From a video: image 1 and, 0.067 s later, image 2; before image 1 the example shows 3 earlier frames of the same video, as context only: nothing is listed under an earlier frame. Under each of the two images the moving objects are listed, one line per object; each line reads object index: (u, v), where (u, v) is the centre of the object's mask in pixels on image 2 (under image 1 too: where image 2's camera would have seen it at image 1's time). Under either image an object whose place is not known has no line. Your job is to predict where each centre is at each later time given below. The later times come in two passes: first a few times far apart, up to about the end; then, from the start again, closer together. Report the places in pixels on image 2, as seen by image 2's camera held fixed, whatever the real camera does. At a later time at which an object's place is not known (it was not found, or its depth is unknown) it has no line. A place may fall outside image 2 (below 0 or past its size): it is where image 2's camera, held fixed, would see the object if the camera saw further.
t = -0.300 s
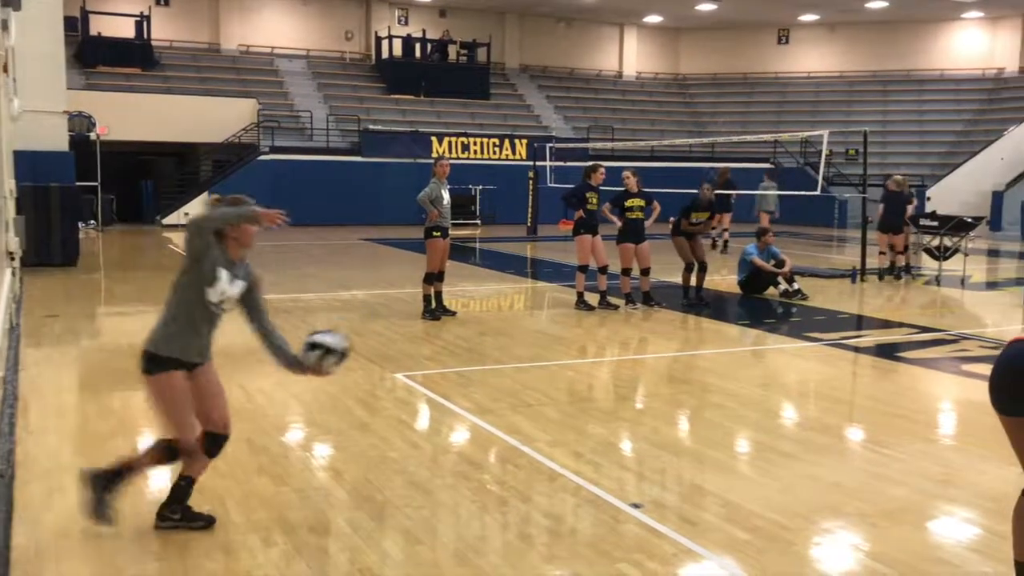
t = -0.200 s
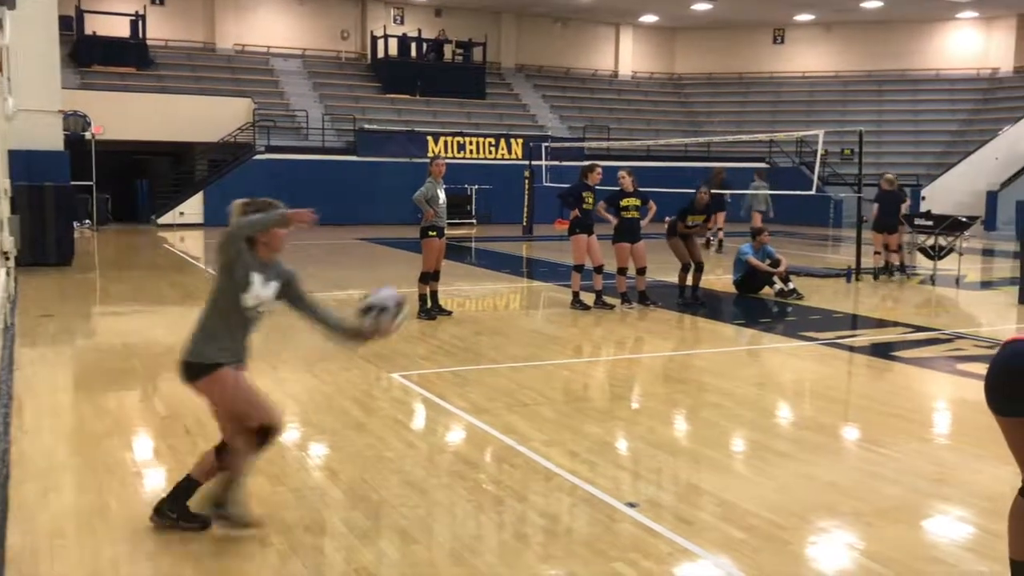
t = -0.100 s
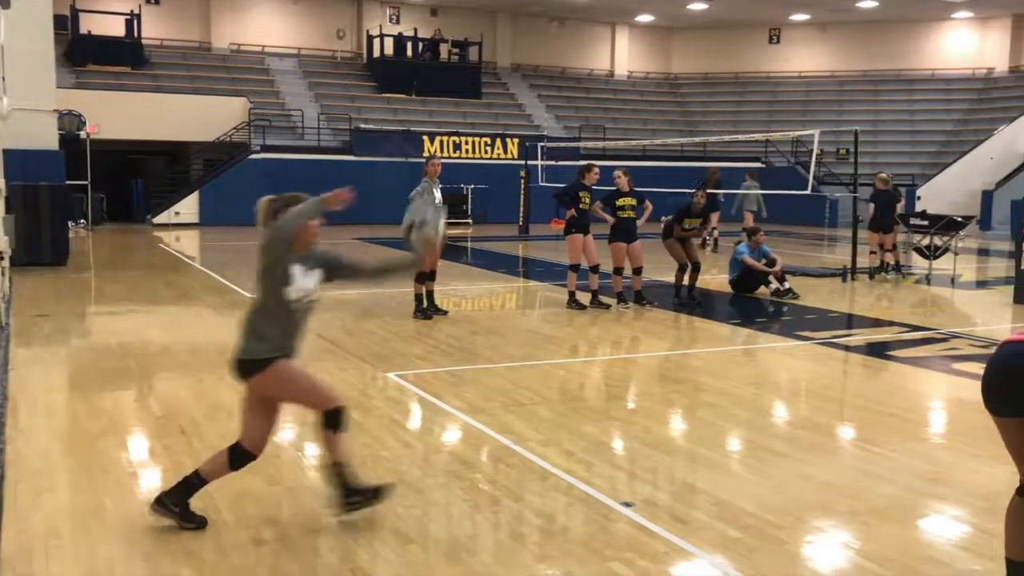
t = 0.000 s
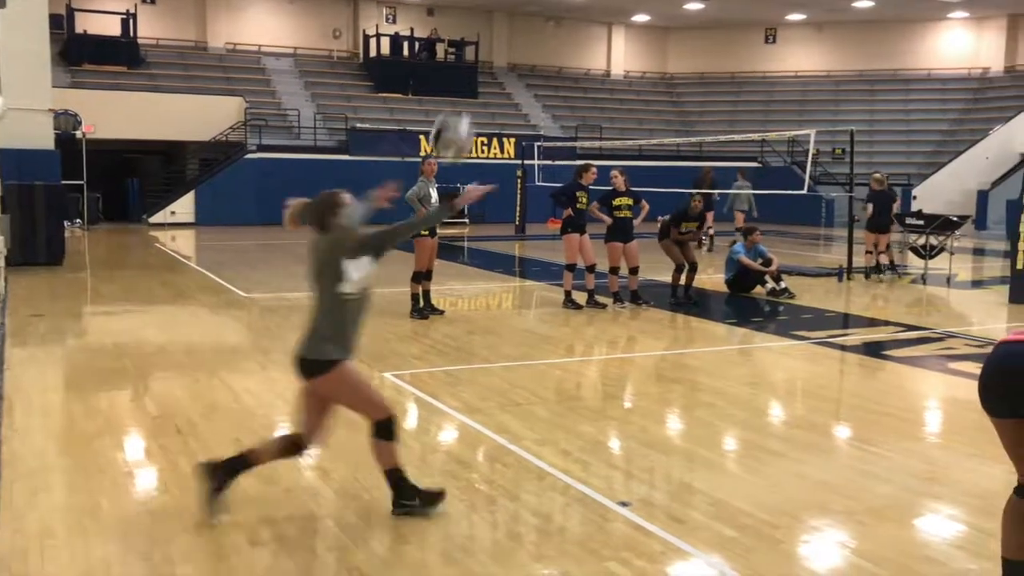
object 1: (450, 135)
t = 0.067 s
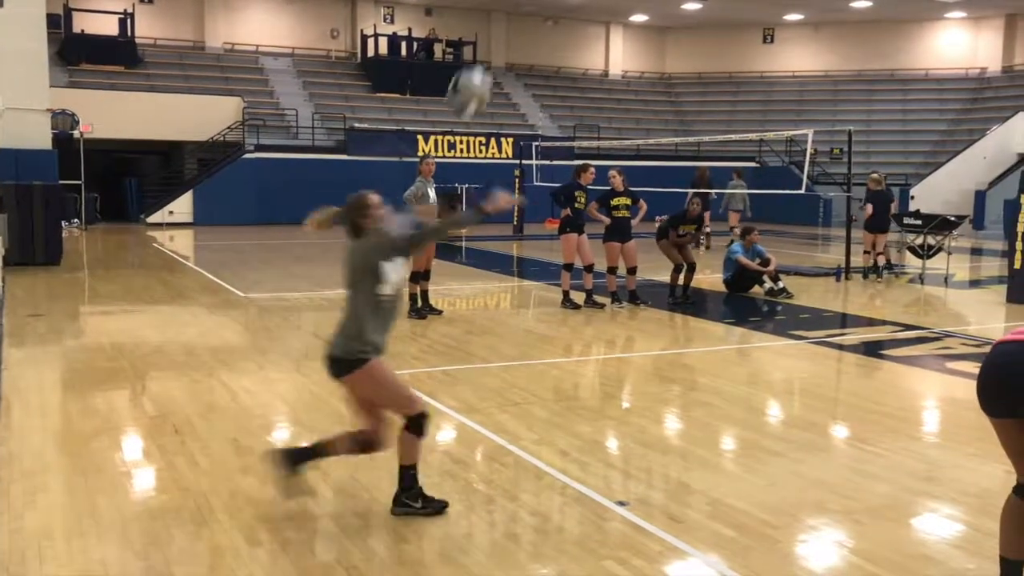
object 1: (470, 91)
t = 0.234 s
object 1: (523, 20)
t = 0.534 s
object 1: (611, 41)
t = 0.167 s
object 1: (505, 42)
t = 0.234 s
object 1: (523, 20)
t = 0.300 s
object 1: (543, 15)
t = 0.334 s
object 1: (554, 14)
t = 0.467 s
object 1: (592, 20)
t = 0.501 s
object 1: (602, 28)
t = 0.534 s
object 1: (611, 41)
